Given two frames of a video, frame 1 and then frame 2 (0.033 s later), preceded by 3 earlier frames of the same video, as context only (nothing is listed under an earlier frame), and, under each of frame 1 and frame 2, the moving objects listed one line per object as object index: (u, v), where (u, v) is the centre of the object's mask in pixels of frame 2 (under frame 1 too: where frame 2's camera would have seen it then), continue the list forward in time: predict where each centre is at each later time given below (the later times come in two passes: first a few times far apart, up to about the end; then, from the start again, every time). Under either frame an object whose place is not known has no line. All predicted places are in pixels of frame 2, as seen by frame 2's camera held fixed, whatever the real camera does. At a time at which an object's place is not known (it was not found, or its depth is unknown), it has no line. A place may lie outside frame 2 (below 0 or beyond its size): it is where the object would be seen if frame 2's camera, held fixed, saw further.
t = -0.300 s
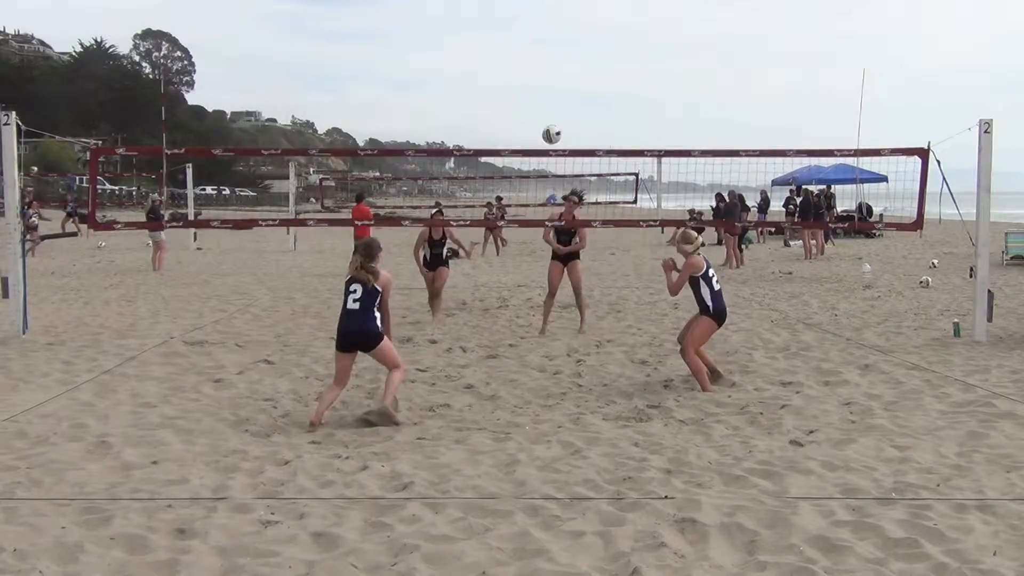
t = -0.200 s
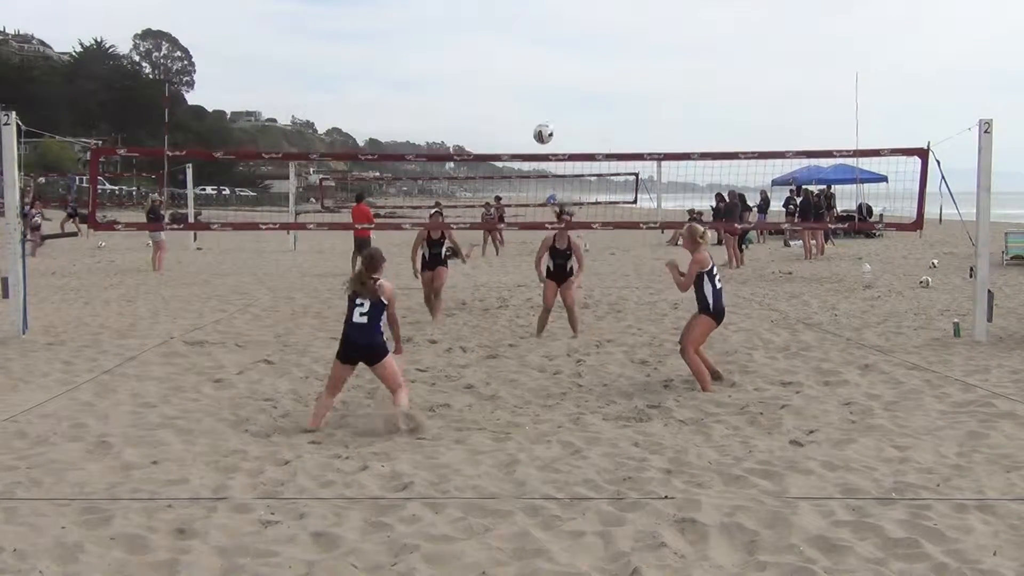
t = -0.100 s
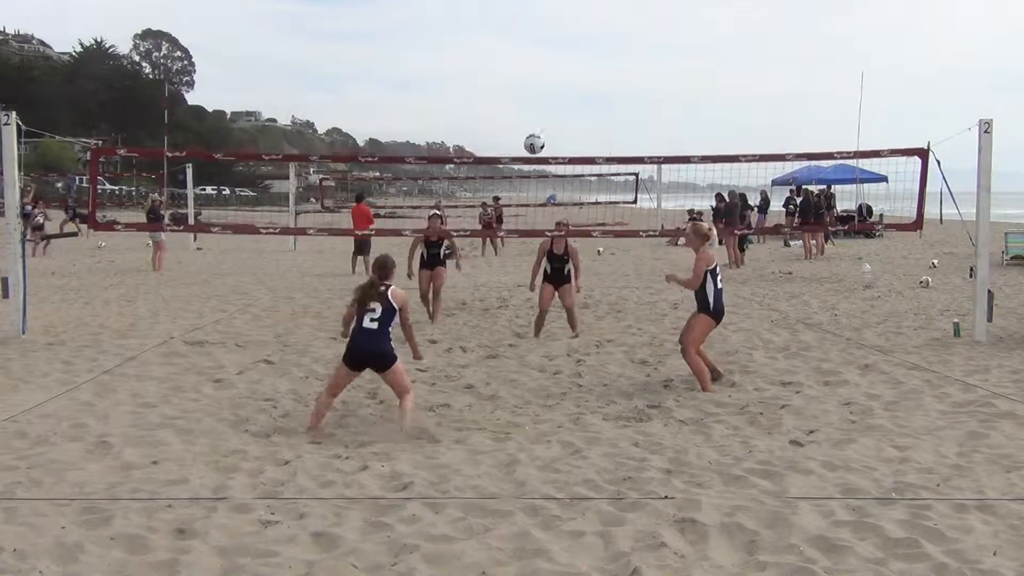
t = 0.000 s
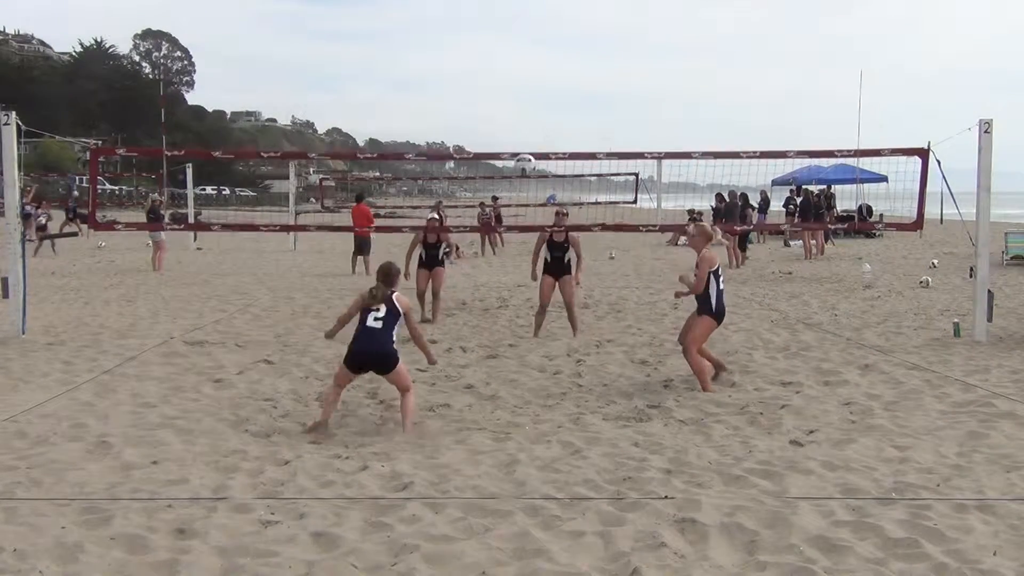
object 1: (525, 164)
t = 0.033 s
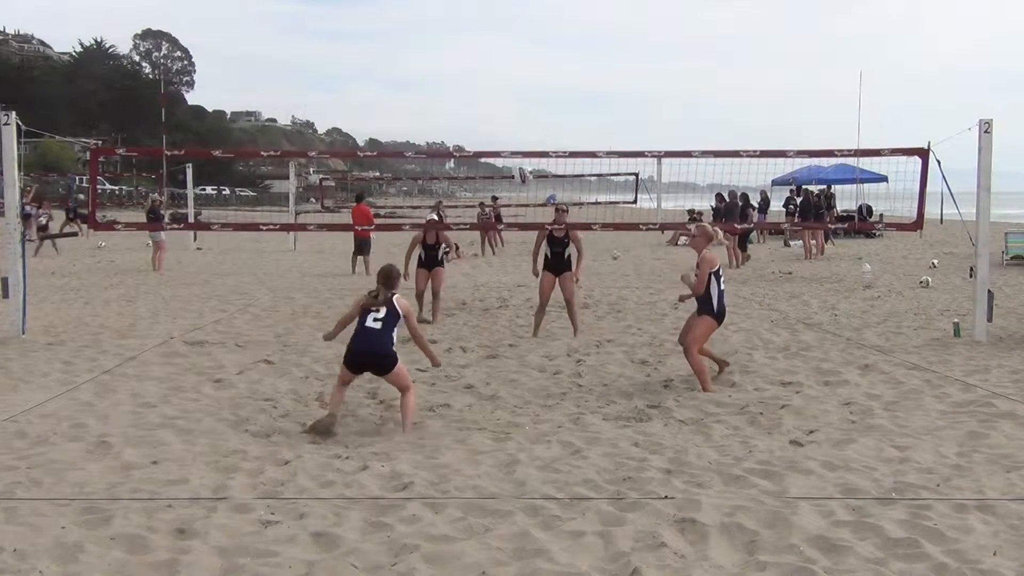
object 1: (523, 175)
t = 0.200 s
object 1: (504, 245)
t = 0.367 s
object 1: (486, 358)
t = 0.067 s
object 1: (518, 186)
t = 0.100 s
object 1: (515, 198)
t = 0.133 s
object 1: (515, 212)
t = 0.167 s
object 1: (508, 228)
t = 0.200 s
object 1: (504, 245)
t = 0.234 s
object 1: (501, 265)
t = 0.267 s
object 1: (498, 284)
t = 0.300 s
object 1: (494, 308)
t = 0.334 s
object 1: (491, 331)
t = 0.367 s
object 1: (486, 358)
